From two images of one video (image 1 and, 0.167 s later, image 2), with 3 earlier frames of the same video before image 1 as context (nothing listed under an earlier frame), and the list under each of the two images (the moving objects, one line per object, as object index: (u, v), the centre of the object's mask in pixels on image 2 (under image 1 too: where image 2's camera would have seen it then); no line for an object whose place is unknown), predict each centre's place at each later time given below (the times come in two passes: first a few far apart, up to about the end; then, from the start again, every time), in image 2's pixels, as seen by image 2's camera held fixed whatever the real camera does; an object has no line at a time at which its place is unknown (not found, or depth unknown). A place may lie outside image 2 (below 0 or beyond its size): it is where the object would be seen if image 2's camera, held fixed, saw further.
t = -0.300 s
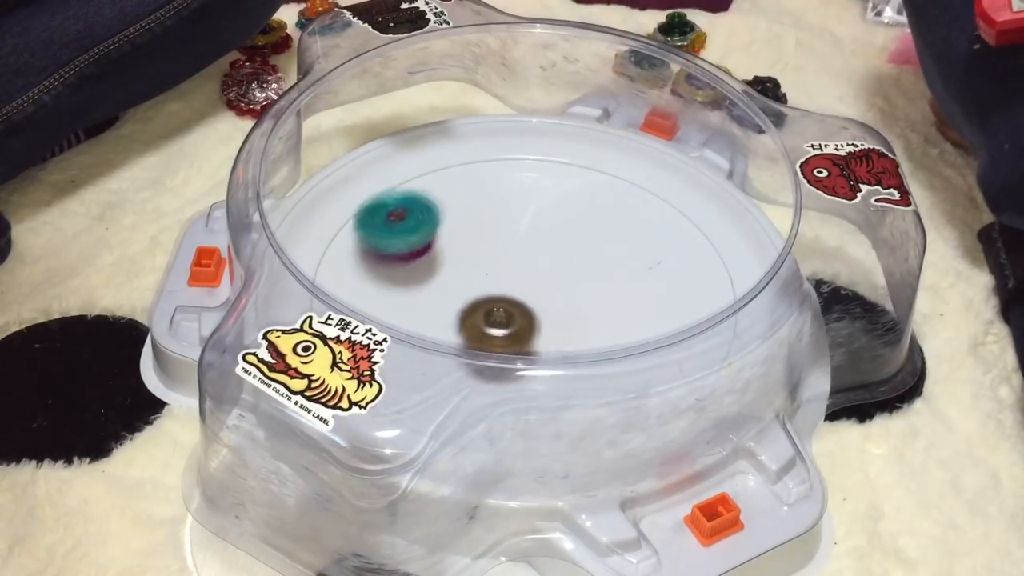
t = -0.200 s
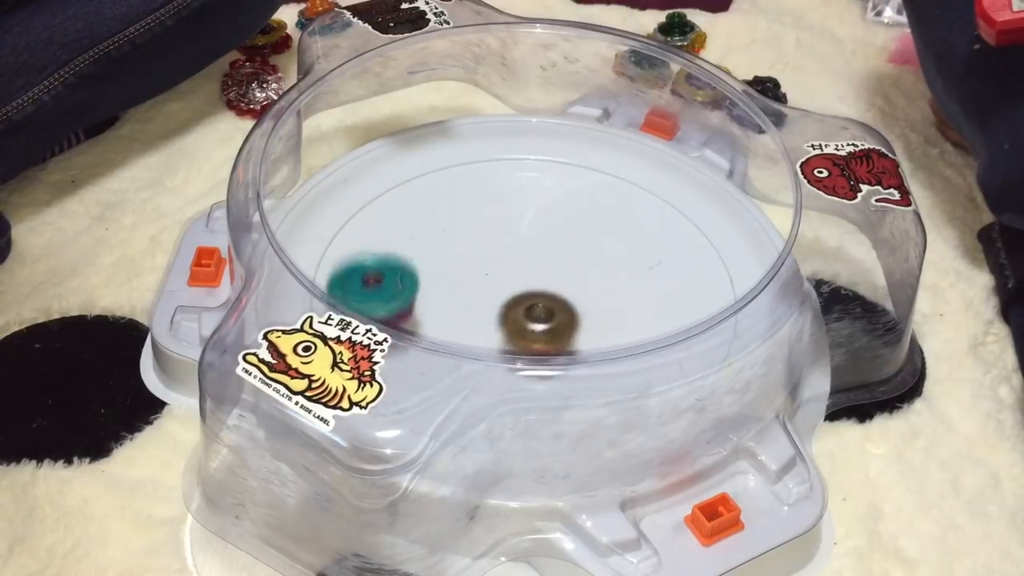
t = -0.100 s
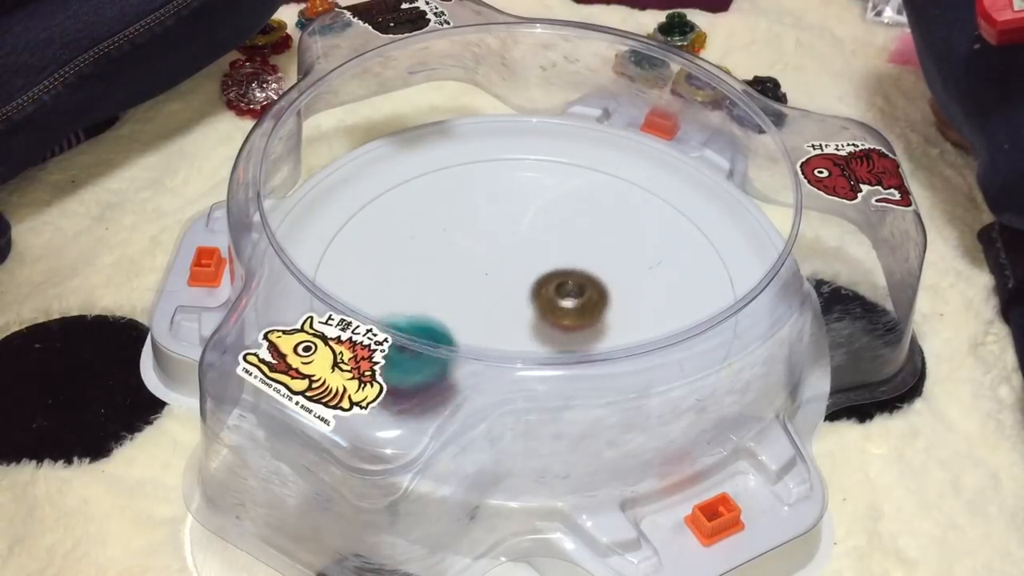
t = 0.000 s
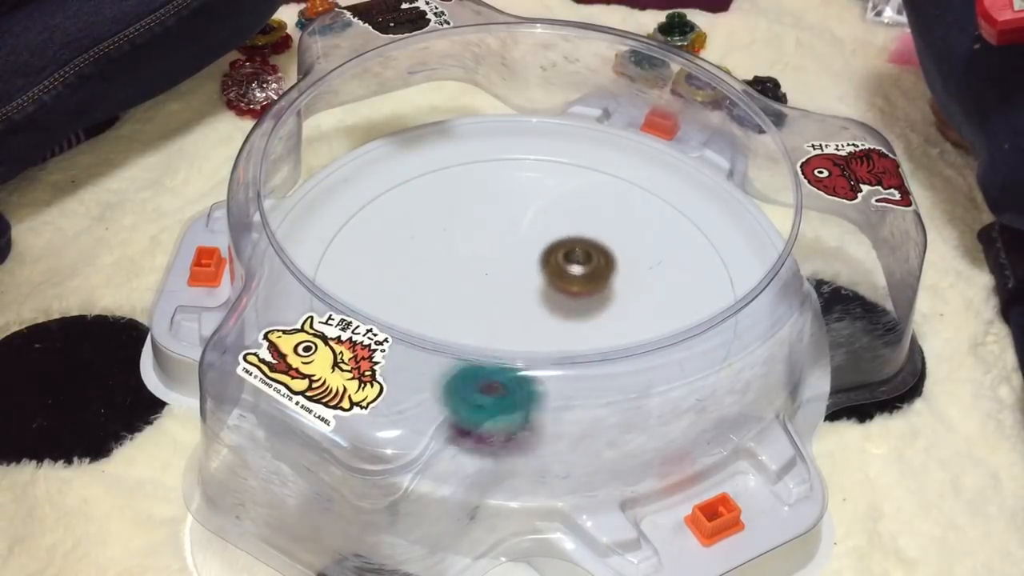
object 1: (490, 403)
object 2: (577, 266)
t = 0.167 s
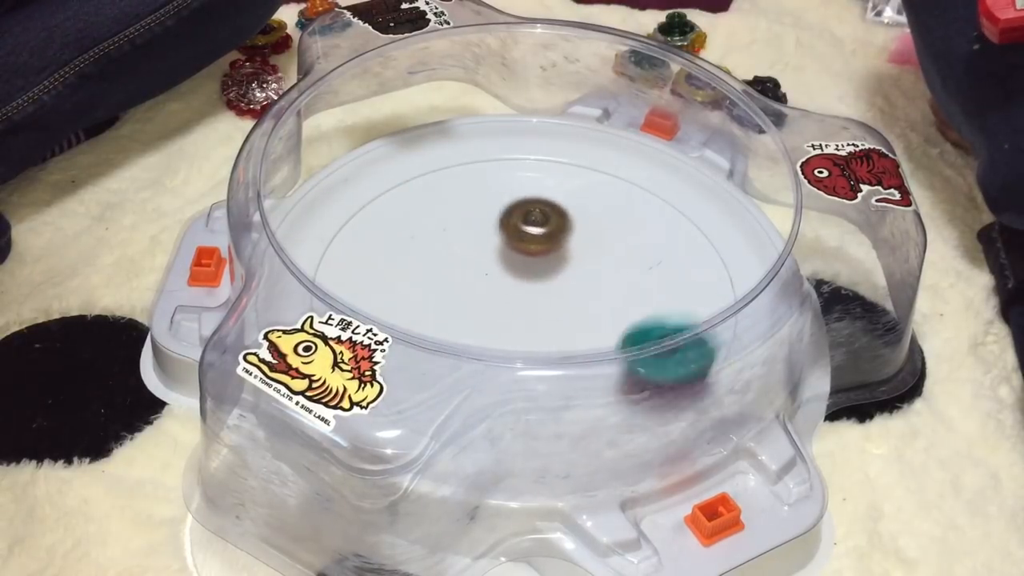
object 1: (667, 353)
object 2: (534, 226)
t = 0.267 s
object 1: (677, 274)
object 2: (492, 225)
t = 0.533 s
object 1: (474, 178)
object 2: (452, 302)
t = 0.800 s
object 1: (339, 284)
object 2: (578, 324)
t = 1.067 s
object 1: (598, 346)
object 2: (592, 235)
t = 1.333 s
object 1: (610, 192)
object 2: (464, 235)
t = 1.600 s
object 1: (427, 178)
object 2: (492, 327)
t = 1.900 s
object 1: (525, 345)
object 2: (590, 263)
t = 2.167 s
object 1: (695, 245)
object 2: (477, 245)
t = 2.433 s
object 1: (501, 171)
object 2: (501, 315)
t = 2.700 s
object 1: (463, 353)
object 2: (574, 280)
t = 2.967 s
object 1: (700, 302)
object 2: (519, 254)
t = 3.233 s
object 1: (508, 214)
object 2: (486, 286)
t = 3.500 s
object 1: (416, 345)
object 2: (519, 285)
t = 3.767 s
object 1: (600, 329)
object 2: (559, 269)
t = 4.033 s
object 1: (588, 238)
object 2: (463, 256)
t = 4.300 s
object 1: (476, 223)
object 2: (490, 292)
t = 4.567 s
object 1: (416, 284)
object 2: (624, 324)
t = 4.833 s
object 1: (488, 325)
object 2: (682, 273)
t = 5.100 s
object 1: (516, 283)
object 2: (606, 213)
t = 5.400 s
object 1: (443, 305)
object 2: (522, 266)
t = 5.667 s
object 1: (503, 333)
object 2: (570, 274)
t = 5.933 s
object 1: (486, 292)
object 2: (569, 257)
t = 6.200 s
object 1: (443, 297)
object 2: (519, 268)
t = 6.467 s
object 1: (429, 314)
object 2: (604, 277)
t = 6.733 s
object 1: (436, 263)
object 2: (645, 285)
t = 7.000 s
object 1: (388, 233)
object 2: (639, 291)
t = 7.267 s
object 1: (434, 229)
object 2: (528, 283)
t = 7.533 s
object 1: (502, 199)
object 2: (505, 298)
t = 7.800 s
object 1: (542, 201)
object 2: (512, 284)
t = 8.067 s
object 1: (607, 233)
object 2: (504, 297)
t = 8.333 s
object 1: (615, 256)
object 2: (515, 295)
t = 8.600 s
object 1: (651, 295)
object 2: (407, 272)
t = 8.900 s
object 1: (618, 310)
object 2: (420, 261)
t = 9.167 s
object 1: (513, 320)
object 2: (530, 256)
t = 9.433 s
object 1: (443, 302)
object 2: (615, 276)
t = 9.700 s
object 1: (420, 267)
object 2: (591, 309)
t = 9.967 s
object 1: (465, 248)
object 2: (493, 318)
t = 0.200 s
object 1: (682, 327)
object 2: (521, 223)
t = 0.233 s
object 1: (682, 299)
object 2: (506, 223)
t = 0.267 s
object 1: (677, 274)
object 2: (492, 225)
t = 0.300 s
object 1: (660, 247)
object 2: (479, 229)
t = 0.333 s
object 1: (640, 225)
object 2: (467, 236)
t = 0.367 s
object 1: (616, 207)
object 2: (456, 244)
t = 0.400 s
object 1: (589, 193)
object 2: (449, 255)
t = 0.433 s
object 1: (560, 183)
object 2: (445, 267)
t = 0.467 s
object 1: (532, 177)
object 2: (444, 280)
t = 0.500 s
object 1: (503, 176)
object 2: (446, 292)
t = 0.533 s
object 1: (474, 178)
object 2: (452, 302)
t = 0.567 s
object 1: (448, 182)
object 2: (462, 312)
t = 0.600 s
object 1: (422, 189)
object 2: (477, 321)
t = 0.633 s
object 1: (400, 199)
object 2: (493, 325)
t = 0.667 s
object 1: (380, 212)
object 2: (511, 328)
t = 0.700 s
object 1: (364, 227)
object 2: (528, 330)
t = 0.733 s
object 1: (350, 244)
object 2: (545, 329)
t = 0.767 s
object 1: (342, 262)
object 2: (562, 328)
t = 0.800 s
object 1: (339, 284)
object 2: (578, 324)
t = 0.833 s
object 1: (350, 297)
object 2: (592, 316)
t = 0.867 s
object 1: (384, 326)
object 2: (603, 305)
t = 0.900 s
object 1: (409, 357)
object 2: (610, 294)
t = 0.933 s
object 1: (437, 372)
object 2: (613, 281)
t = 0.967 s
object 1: (478, 377)
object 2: (612, 268)
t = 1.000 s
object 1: (521, 374)
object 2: (608, 256)
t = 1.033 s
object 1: (562, 363)
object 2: (601, 245)
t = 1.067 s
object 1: (598, 346)
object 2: (592, 235)
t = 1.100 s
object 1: (620, 320)
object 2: (579, 227)
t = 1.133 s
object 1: (640, 301)
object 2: (565, 221)
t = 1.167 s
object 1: (649, 277)
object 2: (547, 217)
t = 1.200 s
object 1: (652, 256)
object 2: (528, 215)
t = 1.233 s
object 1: (647, 237)
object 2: (510, 215)
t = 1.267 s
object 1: (638, 220)
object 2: (493, 219)
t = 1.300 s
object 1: (626, 205)
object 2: (478, 226)
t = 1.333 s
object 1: (610, 192)
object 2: (464, 235)
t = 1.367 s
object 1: (592, 183)
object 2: (453, 246)
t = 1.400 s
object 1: (570, 176)
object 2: (446, 258)
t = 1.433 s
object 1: (548, 170)
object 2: (443, 272)
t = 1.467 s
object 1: (525, 166)
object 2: (444, 286)
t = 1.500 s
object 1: (499, 164)
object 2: (450, 300)
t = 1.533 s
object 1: (472, 165)
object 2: (460, 314)
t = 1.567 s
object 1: (449, 169)
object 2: (476, 322)
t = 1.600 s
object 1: (427, 178)
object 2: (492, 327)
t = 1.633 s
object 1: (409, 192)
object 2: (511, 330)
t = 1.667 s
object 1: (397, 209)
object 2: (532, 330)
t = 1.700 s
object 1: (392, 229)
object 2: (551, 328)
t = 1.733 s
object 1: (394, 253)
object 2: (568, 324)
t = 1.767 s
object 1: (405, 277)
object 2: (584, 313)
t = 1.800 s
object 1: (426, 300)
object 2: (593, 301)
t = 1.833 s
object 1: (454, 316)
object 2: (597, 288)
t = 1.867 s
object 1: (487, 334)
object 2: (597, 275)
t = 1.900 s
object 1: (525, 345)
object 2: (590, 263)
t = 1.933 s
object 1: (560, 346)
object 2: (580, 252)
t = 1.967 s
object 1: (598, 342)
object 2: (567, 243)
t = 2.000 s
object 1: (631, 330)
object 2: (552, 237)
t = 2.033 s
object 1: (652, 312)
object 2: (536, 233)
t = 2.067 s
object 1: (674, 297)
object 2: (520, 232)
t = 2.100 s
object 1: (688, 281)
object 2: (505, 233)
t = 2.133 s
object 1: (694, 264)
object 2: (489, 238)
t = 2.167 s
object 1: (695, 245)
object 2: (477, 245)
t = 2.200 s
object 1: (689, 225)
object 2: (468, 253)
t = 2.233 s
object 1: (677, 206)
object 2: (462, 263)
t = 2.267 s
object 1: (658, 188)
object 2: (460, 275)
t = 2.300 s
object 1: (632, 173)
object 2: (462, 286)
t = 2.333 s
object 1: (602, 164)
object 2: (468, 295)
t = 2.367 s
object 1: (570, 160)
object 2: (477, 303)
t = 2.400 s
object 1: (535, 163)
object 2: (489, 310)
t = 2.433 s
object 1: (501, 171)
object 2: (501, 315)
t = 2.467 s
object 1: (474, 183)
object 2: (512, 318)
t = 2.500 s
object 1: (450, 200)
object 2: (523, 318)
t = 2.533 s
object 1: (432, 221)
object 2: (534, 314)
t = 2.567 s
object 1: (421, 248)
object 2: (543, 308)
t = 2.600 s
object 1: (418, 275)
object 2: (553, 301)
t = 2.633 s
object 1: (424, 302)
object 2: (562, 294)
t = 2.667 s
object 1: (440, 331)
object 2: (570, 286)
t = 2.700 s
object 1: (463, 353)
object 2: (574, 280)
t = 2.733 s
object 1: (496, 370)
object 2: (576, 274)
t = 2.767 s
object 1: (533, 380)
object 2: (574, 269)
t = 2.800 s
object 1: (573, 382)
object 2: (568, 264)
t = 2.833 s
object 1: (615, 375)
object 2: (560, 260)
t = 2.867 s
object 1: (650, 364)
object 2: (549, 256)
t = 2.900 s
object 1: (677, 345)
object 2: (539, 253)
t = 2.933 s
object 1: (694, 326)
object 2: (529, 253)
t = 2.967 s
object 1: (700, 302)
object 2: (519, 254)
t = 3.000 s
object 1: (695, 282)
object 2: (510, 256)
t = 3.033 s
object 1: (684, 264)
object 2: (503, 259)
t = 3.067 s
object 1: (666, 246)
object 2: (497, 263)
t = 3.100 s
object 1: (640, 231)
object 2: (492, 268)
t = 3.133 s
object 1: (612, 221)
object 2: (489, 272)
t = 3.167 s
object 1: (578, 214)
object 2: (487, 277)
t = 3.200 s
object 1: (542, 212)
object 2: (486, 282)
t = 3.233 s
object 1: (508, 214)
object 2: (486, 286)
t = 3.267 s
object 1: (476, 219)
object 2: (487, 289)
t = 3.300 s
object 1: (445, 230)
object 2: (490, 292)
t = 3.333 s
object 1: (422, 243)
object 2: (493, 294)
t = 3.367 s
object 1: (403, 261)
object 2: (498, 294)
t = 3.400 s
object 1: (391, 281)
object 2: (502, 293)
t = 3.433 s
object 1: (390, 297)
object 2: (507, 291)
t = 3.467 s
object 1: (401, 315)
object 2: (512, 288)
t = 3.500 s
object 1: (416, 345)
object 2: (519, 285)
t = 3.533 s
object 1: (434, 359)
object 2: (525, 281)
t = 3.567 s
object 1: (464, 372)
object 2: (532, 277)
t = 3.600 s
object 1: (494, 377)
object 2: (539, 273)
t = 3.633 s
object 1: (526, 378)
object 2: (546, 270)
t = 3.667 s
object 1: (551, 373)
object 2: (553, 268)
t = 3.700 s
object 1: (573, 365)
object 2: (558, 268)
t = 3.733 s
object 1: (591, 354)
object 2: (560, 269)
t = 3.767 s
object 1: (600, 329)
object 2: (559, 269)
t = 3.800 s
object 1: (608, 322)
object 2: (555, 269)
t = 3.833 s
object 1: (612, 313)
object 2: (547, 269)
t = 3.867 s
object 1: (612, 299)
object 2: (537, 269)
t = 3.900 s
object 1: (607, 285)
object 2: (526, 268)
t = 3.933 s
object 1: (605, 273)
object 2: (509, 264)
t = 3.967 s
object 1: (602, 262)
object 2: (491, 260)
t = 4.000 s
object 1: (596, 250)
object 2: (474, 258)
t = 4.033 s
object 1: (588, 238)
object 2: (463, 256)
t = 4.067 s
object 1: (578, 229)
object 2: (456, 255)
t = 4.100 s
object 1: (565, 221)
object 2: (453, 257)
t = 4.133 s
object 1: (552, 216)
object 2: (453, 260)
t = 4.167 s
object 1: (536, 213)
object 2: (456, 266)
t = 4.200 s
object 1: (521, 212)
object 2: (462, 273)
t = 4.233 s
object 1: (505, 214)
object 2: (470, 280)
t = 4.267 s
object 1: (490, 218)
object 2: (480, 287)
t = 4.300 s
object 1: (476, 223)
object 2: (490, 292)
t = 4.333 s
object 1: (463, 232)
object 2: (499, 296)
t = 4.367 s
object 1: (454, 242)
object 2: (509, 300)
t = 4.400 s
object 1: (450, 252)
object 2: (519, 303)
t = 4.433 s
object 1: (448, 264)
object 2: (525, 304)
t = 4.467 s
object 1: (449, 276)
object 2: (531, 306)
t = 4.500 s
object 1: (435, 278)
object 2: (561, 317)
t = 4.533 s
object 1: (423, 280)
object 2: (592, 323)
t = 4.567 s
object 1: (416, 284)
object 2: (624, 324)
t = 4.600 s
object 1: (413, 291)
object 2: (642, 321)
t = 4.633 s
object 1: (413, 296)
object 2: (662, 316)
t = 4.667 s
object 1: (417, 303)
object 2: (674, 310)
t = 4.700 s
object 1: (424, 310)
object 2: (684, 304)
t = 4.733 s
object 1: (437, 316)
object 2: (689, 297)
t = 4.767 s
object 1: (452, 321)
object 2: (691, 291)
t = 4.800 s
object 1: (468, 324)
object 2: (689, 282)
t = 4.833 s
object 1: (488, 325)
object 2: (682, 273)
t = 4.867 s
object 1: (507, 323)
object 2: (671, 266)
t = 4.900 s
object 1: (523, 320)
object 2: (656, 261)
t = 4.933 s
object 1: (537, 311)
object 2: (640, 256)
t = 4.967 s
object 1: (550, 301)
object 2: (621, 254)
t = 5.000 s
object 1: (550, 295)
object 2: (613, 245)
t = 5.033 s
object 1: (540, 292)
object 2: (613, 231)
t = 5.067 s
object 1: (528, 287)
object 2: (611, 220)
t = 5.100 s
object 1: (516, 283)
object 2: (606, 213)
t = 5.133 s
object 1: (503, 280)
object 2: (599, 209)
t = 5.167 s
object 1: (489, 278)
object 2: (591, 211)
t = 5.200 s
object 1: (477, 276)
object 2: (578, 216)
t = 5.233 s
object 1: (466, 277)
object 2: (567, 223)
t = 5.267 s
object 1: (455, 280)
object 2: (555, 231)
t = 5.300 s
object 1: (447, 285)
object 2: (547, 240)
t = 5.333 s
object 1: (442, 291)
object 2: (537, 248)
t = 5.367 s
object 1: (440, 298)
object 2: (530, 257)
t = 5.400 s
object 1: (443, 305)
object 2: (522, 266)
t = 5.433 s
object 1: (448, 311)
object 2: (517, 273)
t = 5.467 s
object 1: (451, 317)
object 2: (522, 276)
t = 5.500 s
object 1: (451, 322)
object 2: (534, 274)
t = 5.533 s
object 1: (453, 337)
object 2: (547, 273)
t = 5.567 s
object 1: (462, 343)
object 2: (555, 272)
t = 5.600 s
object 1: (474, 346)
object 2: (562, 272)
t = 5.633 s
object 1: (488, 346)
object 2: (568, 273)
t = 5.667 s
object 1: (503, 333)
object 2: (570, 274)
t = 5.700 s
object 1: (515, 329)
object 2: (572, 276)
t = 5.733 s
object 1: (524, 324)
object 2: (572, 276)
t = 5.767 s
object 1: (523, 321)
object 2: (576, 270)
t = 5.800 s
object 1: (520, 317)
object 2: (579, 265)
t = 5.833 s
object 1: (514, 310)
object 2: (579, 262)
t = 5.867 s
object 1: (506, 303)
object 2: (576, 259)
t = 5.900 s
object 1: (497, 297)
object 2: (573, 257)
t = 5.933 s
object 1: (486, 292)
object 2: (569, 257)
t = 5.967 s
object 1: (476, 287)
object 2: (562, 257)
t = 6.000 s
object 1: (466, 283)
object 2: (557, 258)
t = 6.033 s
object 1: (457, 282)
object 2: (551, 260)
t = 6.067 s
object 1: (449, 283)
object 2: (542, 262)
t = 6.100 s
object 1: (442, 285)
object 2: (537, 264)
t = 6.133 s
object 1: (438, 288)
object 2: (531, 266)
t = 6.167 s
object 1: (439, 293)
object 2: (523, 268)
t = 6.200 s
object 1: (443, 297)
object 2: (519, 268)
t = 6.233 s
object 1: (440, 299)
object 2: (529, 269)
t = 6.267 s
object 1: (429, 300)
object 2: (548, 268)
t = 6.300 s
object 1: (421, 301)
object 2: (566, 270)
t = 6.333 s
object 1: (415, 303)
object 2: (579, 271)
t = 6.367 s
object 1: (413, 306)
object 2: (590, 272)
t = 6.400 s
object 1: (414, 308)
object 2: (598, 273)
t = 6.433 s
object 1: (419, 312)
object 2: (603, 275)
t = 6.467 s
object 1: (429, 314)
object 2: (604, 277)
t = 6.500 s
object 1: (440, 315)
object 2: (600, 280)
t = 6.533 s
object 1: (453, 314)
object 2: (594, 281)
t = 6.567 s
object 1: (465, 311)
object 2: (588, 282)
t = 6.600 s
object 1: (476, 305)
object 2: (581, 283)
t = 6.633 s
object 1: (485, 297)
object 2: (573, 283)
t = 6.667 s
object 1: (475, 285)
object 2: (593, 285)
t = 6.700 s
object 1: (453, 273)
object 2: (620, 284)
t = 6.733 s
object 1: (436, 263)
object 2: (645, 285)
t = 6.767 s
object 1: (420, 254)
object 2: (663, 287)
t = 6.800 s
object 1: (409, 247)
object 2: (674, 288)
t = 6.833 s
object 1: (402, 243)
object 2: (679, 289)
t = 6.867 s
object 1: (396, 241)
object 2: (678, 289)
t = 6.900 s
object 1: (392, 238)
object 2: (673, 290)
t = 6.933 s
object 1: (390, 237)
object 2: (664, 291)
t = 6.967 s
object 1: (388, 235)
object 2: (652, 291)
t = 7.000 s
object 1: (388, 233)
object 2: (639, 291)
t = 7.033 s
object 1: (388, 231)
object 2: (625, 291)
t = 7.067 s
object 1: (390, 229)
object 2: (609, 291)
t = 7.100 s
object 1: (393, 228)
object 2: (594, 290)
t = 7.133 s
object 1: (397, 227)
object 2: (579, 289)
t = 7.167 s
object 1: (404, 227)
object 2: (565, 287)
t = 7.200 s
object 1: (412, 227)
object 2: (551, 286)
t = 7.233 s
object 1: (423, 228)
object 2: (539, 284)
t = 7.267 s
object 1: (434, 229)
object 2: (528, 283)
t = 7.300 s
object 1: (447, 230)
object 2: (518, 281)
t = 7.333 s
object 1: (459, 229)
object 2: (511, 281)
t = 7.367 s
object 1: (467, 222)
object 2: (510, 288)
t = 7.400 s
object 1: (475, 217)
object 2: (508, 293)
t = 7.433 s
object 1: (481, 211)
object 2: (507, 297)
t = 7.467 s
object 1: (488, 207)
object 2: (507, 299)
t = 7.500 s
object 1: (495, 203)
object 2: (506, 299)
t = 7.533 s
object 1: (502, 199)
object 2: (505, 298)
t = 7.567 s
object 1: (508, 196)
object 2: (504, 296)
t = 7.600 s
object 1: (514, 193)
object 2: (503, 295)
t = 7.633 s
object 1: (520, 191)
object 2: (503, 293)
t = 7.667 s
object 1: (525, 189)
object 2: (504, 291)
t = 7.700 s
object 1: (530, 189)
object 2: (505, 289)
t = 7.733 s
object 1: (534, 191)
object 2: (507, 288)
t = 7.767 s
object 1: (537, 195)
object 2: (509, 286)
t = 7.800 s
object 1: (542, 201)
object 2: (512, 284)
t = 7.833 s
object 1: (547, 207)
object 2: (515, 283)
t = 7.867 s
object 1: (553, 214)
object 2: (518, 281)
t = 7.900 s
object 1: (560, 221)
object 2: (519, 280)
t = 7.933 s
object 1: (569, 226)
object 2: (516, 282)
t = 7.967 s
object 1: (580, 228)
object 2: (508, 288)
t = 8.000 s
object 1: (590, 231)
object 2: (504, 293)
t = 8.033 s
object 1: (599, 232)
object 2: (503, 296)
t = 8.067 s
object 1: (607, 233)
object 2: (504, 297)
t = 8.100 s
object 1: (614, 234)
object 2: (505, 297)
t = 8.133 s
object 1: (619, 235)
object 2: (505, 297)
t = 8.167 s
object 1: (622, 237)
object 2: (505, 297)
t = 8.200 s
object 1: (624, 240)
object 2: (505, 297)
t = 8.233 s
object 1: (624, 243)
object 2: (506, 297)
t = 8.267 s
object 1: (623, 247)
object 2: (509, 297)
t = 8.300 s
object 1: (619, 251)
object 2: (513, 296)
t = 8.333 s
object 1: (615, 256)
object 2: (515, 295)
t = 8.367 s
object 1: (610, 263)
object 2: (516, 294)
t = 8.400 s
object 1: (604, 271)
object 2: (515, 294)
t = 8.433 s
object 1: (602, 278)
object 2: (511, 294)
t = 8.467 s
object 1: (618, 283)
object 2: (483, 288)
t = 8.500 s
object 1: (629, 287)
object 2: (459, 284)
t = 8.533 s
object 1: (638, 291)
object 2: (434, 279)
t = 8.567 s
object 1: (646, 294)
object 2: (418, 275)
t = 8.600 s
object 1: (651, 295)
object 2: (407, 272)
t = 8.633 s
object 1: (654, 297)
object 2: (398, 269)
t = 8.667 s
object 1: (656, 299)
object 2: (391, 265)
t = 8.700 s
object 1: (658, 301)
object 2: (390, 264)
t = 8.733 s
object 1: (658, 302)
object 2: (392, 263)
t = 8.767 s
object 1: (654, 303)
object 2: (392, 261)
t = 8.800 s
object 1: (648, 305)
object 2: (398, 262)
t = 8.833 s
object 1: (641, 307)
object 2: (406, 263)
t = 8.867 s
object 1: (631, 308)
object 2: (412, 261)
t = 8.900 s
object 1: (618, 310)
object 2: (420, 261)
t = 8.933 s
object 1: (604, 313)
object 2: (432, 264)
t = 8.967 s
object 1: (591, 316)
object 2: (444, 260)
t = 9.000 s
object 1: (577, 318)
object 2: (452, 260)
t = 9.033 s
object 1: (563, 319)
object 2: (467, 261)
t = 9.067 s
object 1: (549, 320)
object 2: (485, 259)
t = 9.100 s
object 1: (538, 321)
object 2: (497, 255)
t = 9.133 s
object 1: (524, 320)
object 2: (511, 257)
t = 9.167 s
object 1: (513, 320)
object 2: (530, 256)
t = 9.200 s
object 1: (502, 319)
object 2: (542, 256)
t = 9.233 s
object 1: (493, 318)
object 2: (556, 261)
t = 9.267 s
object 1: (482, 315)
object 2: (573, 262)
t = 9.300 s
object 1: (472, 314)
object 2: (585, 260)
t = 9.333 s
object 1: (465, 312)
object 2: (593, 266)
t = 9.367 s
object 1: (457, 308)
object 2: (606, 270)
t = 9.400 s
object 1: (450, 305)
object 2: (614, 269)
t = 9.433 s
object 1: (443, 302)
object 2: (615, 276)
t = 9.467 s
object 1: (439, 298)
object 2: (622, 280)
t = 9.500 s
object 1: (434, 294)
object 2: (623, 282)
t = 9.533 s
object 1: (429, 290)
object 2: (618, 288)
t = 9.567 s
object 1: (427, 286)
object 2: (617, 292)
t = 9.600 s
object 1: (423, 280)
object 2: (614, 294)
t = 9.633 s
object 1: (421, 276)
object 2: (604, 301)
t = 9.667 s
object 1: (420, 273)
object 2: (599, 305)
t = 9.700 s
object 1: (420, 267)
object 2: (591, 309)
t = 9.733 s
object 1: (422, 263)
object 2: (578, 314)
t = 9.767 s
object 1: (424, 261)
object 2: (568, 319)
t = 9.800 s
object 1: (429, 258)
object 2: (557, 321)
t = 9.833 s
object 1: (434, 256)
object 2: (542, 321)
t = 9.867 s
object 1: (441, 254)
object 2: (530, 324)
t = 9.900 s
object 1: (449, 251)
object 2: (519, 322)
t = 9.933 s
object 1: (456, 250)
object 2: (504, 320)
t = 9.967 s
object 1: (465, 248)
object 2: (493, 318)
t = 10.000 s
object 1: (475, 245)
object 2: (481, 314)
